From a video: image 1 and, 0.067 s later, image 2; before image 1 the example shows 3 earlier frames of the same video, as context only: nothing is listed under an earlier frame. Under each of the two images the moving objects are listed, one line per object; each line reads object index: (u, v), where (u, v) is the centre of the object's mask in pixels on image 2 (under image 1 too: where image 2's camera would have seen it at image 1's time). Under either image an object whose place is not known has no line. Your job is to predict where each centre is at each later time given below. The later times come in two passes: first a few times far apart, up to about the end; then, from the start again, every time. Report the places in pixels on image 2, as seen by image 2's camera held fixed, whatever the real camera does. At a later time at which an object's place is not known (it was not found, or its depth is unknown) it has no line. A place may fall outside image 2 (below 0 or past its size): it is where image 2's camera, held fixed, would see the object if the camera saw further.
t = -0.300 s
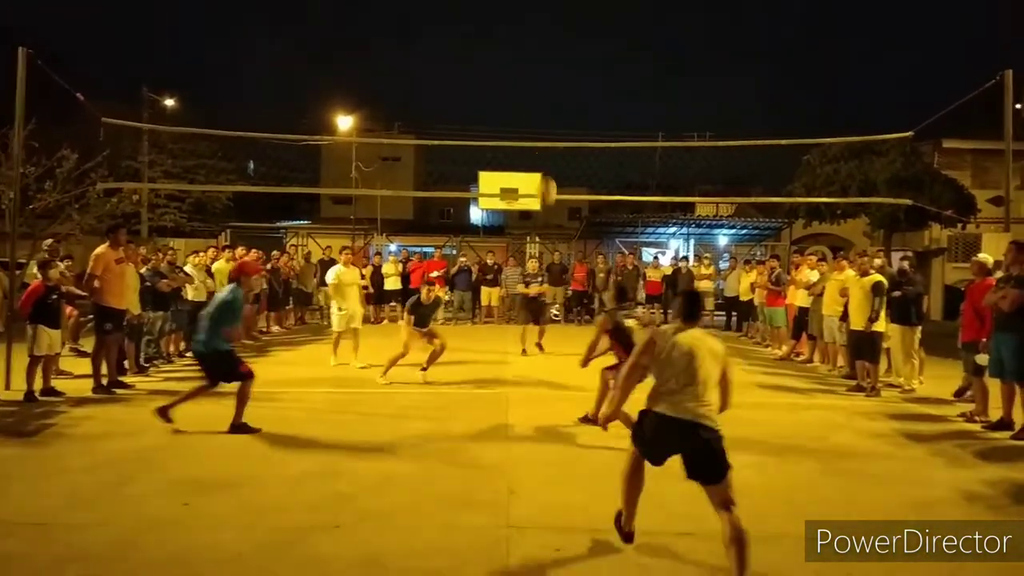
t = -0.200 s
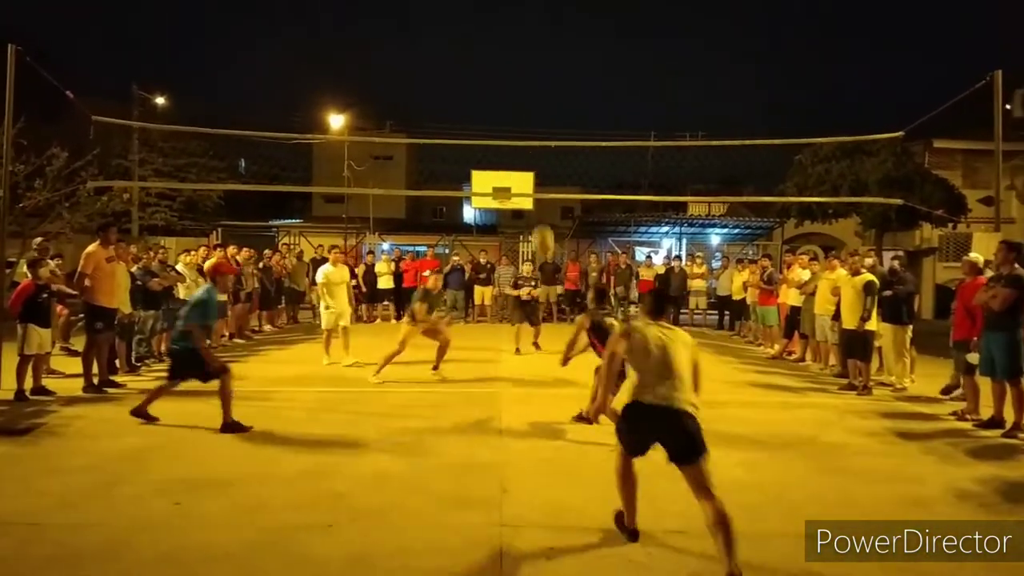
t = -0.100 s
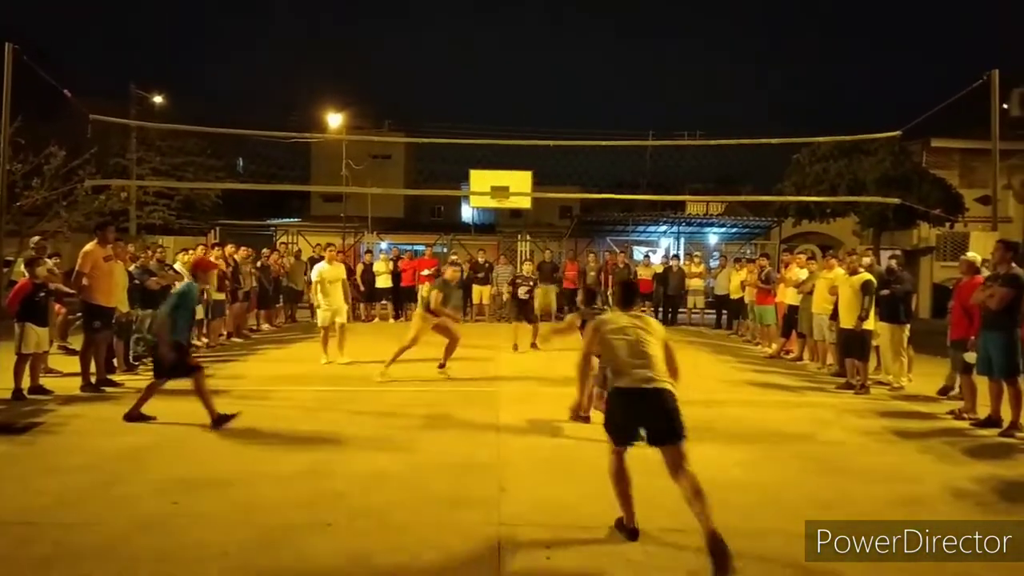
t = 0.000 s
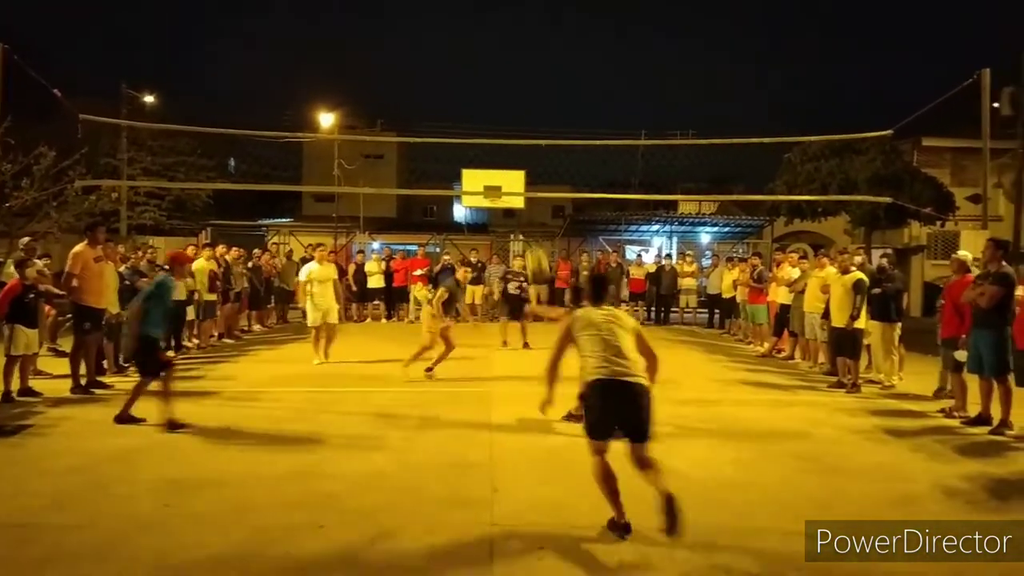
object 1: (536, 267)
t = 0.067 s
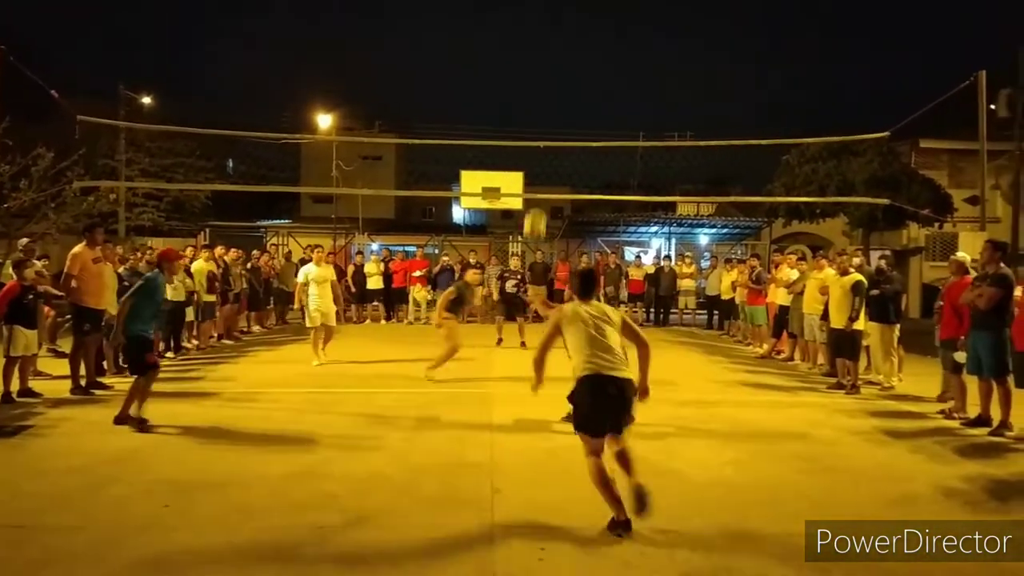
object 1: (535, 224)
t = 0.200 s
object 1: (533, 160)
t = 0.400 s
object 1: (528, 92)
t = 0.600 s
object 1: (523, 64)
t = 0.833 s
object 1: (515, 85)
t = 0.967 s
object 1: (511, 124)
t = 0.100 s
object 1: (534, 209)
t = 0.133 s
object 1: (534, 190)
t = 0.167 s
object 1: (534, 175)
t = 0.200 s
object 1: (533, 160)
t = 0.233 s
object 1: (532, 146)
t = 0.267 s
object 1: (532, 133)
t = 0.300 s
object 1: (531, 121)
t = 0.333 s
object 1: (530, 109)
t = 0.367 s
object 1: (529, 100)
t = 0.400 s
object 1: (528, 92)
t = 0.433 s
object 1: (527, 84)
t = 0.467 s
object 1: (527, 78)
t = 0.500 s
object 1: (526, 73)
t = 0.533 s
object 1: (525, 69)
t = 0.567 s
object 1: (524, 66)
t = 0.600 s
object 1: (523, 64)
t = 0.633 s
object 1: (522, 63)
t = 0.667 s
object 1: (521, 64)
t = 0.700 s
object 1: (520, 66)
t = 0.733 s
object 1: (519, 69)
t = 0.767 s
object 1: (518, 73)
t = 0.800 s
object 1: (517, 78)
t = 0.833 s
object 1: (515, 85)
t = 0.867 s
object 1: (514, 93)
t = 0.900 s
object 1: (514, 102)
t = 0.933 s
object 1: (513, 112)
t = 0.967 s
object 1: (511, 124)
